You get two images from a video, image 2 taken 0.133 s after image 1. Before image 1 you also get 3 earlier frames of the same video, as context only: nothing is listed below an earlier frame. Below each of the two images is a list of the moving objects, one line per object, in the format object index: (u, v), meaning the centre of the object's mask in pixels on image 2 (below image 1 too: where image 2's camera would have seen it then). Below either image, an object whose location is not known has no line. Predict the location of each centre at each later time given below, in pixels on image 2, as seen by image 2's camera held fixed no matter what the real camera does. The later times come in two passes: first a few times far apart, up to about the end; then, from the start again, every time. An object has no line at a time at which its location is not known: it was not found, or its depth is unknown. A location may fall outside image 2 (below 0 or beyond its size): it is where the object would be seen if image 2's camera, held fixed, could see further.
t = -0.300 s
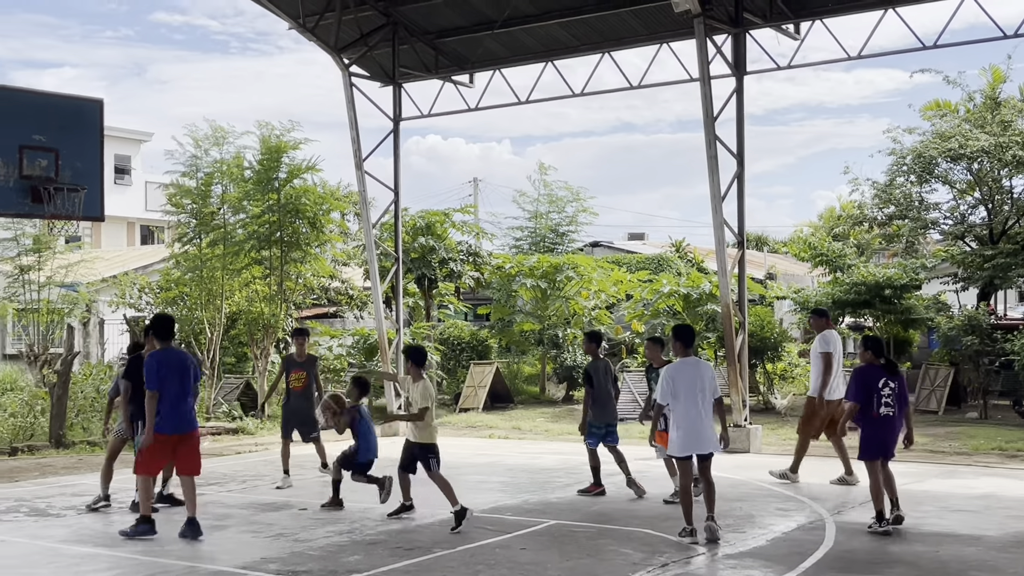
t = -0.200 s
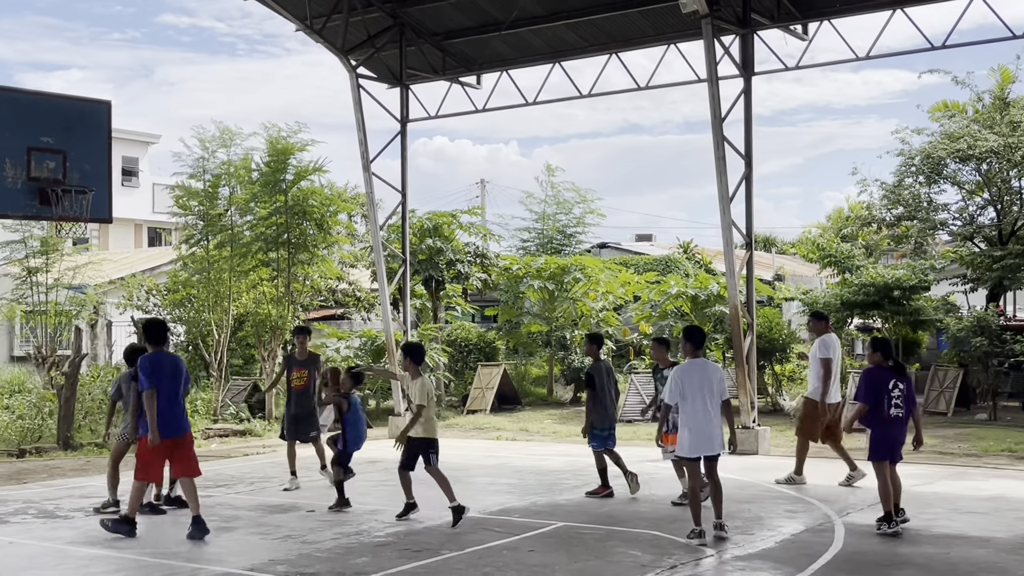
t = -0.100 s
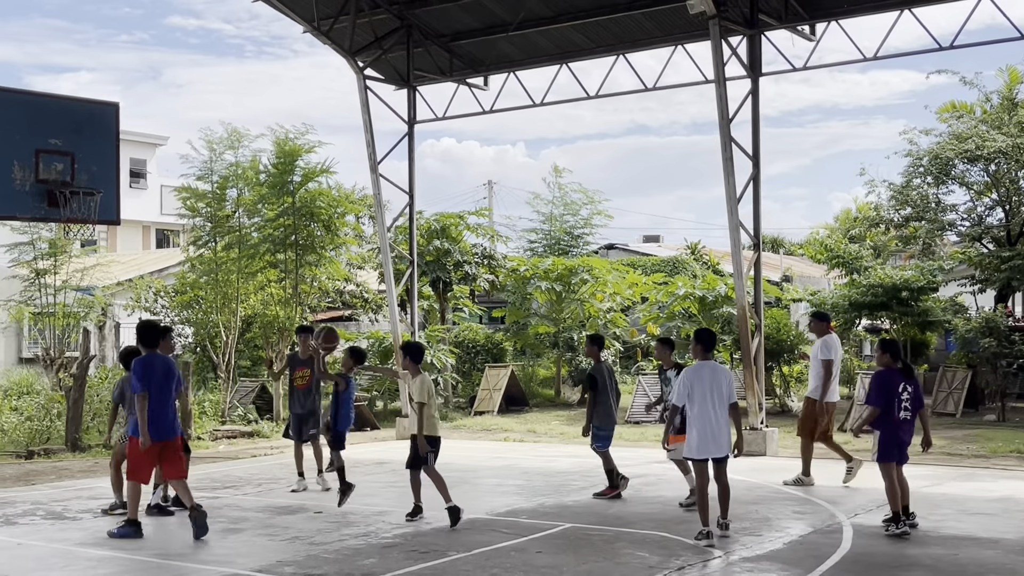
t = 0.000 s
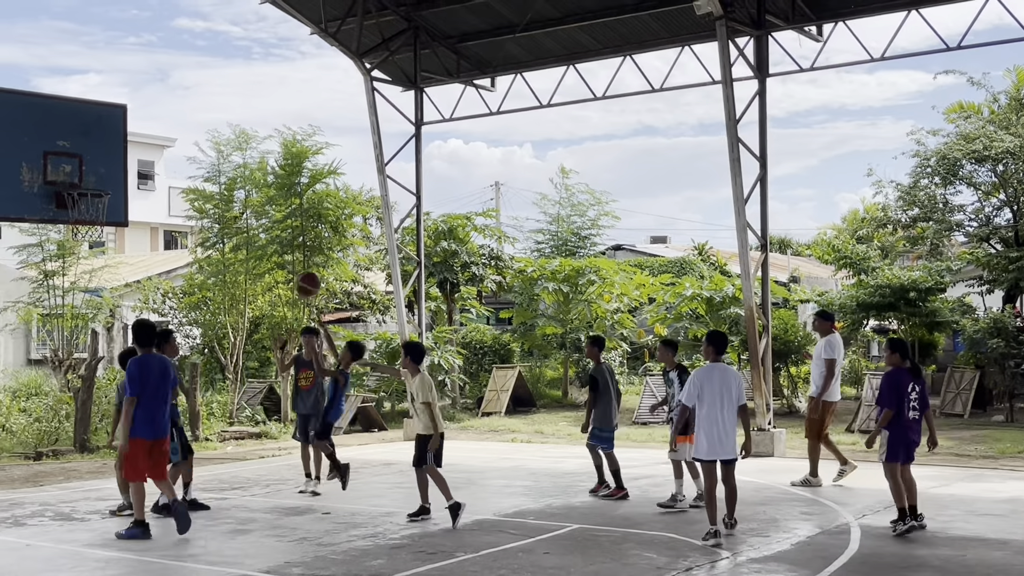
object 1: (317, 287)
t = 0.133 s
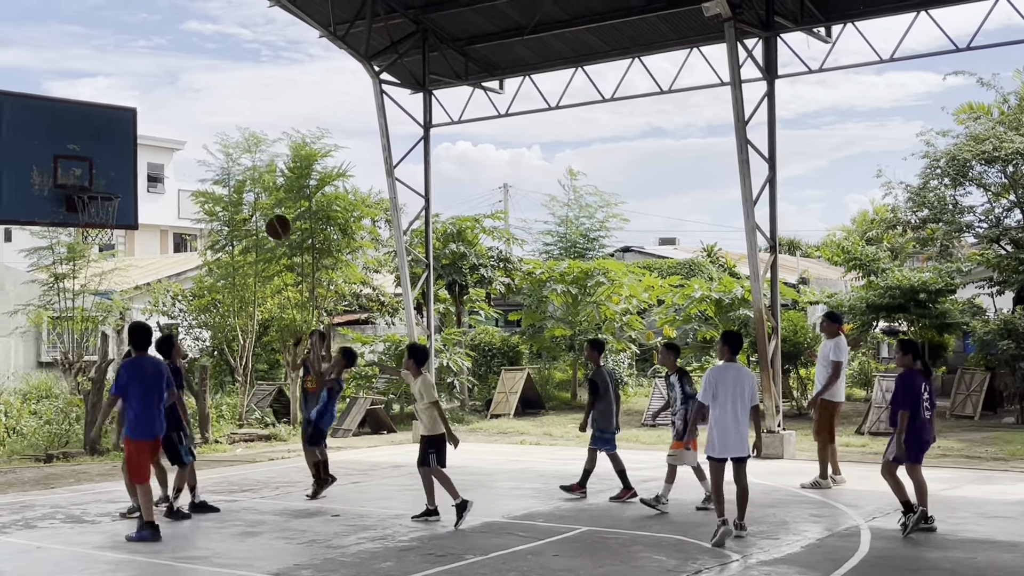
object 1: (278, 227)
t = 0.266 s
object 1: (241, 186)
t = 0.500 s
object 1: (177, 159)
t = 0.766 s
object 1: (118, 179)
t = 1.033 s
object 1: (111, 181)
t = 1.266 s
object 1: (95, 206)
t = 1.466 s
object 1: (79, 253)
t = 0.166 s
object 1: (269, 215)
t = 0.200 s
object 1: (259, 204)
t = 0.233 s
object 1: (251, 195)
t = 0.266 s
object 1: (241, 186)
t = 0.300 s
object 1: (232, 179)
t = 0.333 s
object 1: (223, 173)
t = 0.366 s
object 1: (213, 168)
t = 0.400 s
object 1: (204, 164)
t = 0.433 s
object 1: (195, 161)
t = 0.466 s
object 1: (186, 160)
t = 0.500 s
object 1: (177, 159)
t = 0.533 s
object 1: (167, 160)
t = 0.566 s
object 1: (158, 162)
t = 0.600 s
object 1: (149, 166)
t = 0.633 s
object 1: (141, 169)
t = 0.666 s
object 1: (131, 175)
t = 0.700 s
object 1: (122, 179)
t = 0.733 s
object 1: (119, 181)
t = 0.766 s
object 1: (118, 179)
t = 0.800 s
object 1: (117, 179)
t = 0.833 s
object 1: (116, 176)
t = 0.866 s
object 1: (115, 174)
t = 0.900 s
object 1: (114, 173)
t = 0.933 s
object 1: (113, 173)
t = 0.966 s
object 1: (113, 175)
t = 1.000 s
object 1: (111, 177)
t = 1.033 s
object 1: (111, 181)
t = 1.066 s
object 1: (109, 184)
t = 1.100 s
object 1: (107, 186)
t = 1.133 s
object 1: (106, 186)
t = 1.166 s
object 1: (103, 187)
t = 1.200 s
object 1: (101, 189)
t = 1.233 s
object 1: (97, 197)
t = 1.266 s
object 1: (95, 206)
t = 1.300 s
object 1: (91, 206)
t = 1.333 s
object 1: (89, 222)
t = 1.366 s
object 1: (84, 228)
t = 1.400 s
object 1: (83, 235)
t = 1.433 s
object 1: (81, 243)
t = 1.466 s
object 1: (79, 253)
